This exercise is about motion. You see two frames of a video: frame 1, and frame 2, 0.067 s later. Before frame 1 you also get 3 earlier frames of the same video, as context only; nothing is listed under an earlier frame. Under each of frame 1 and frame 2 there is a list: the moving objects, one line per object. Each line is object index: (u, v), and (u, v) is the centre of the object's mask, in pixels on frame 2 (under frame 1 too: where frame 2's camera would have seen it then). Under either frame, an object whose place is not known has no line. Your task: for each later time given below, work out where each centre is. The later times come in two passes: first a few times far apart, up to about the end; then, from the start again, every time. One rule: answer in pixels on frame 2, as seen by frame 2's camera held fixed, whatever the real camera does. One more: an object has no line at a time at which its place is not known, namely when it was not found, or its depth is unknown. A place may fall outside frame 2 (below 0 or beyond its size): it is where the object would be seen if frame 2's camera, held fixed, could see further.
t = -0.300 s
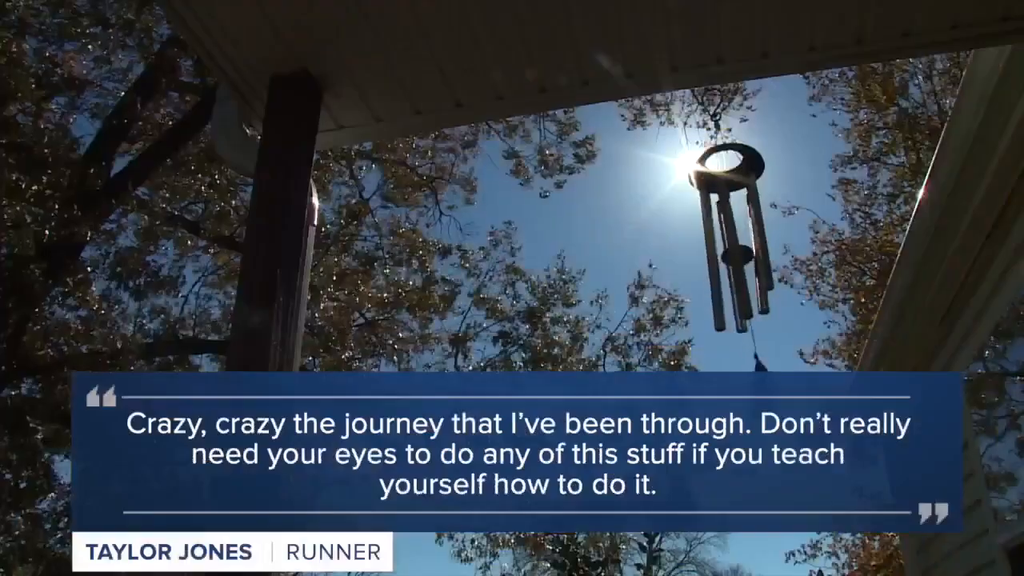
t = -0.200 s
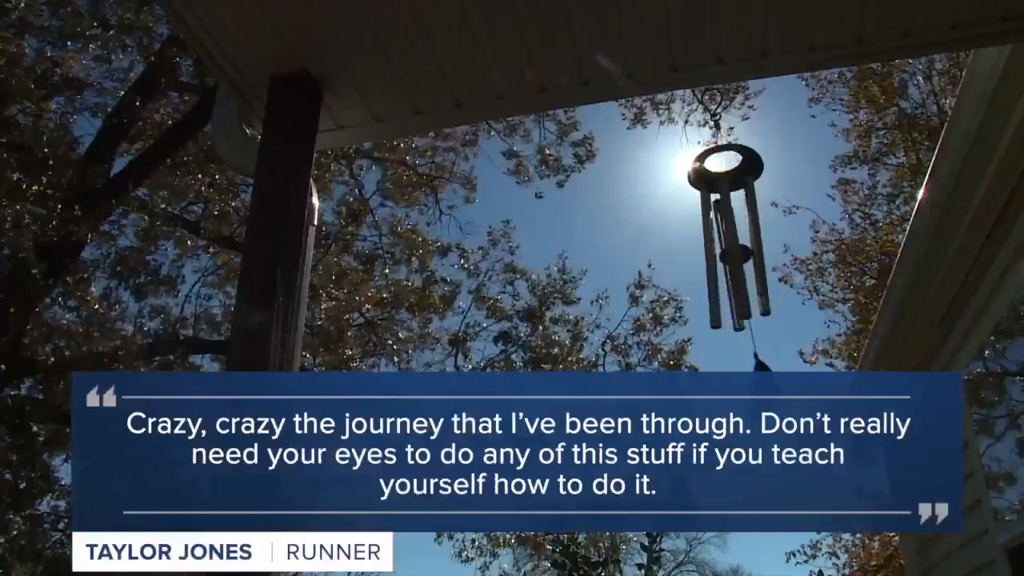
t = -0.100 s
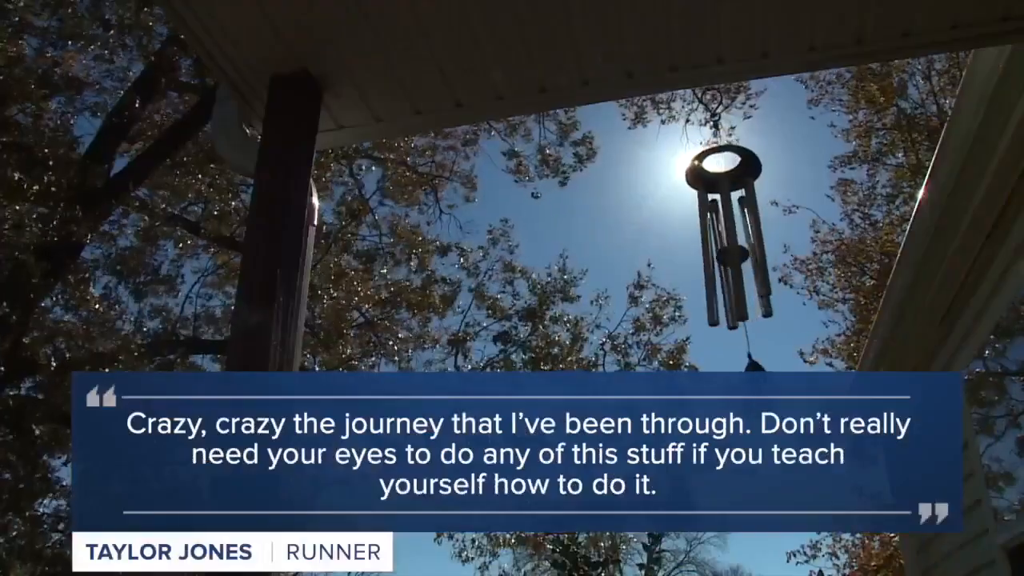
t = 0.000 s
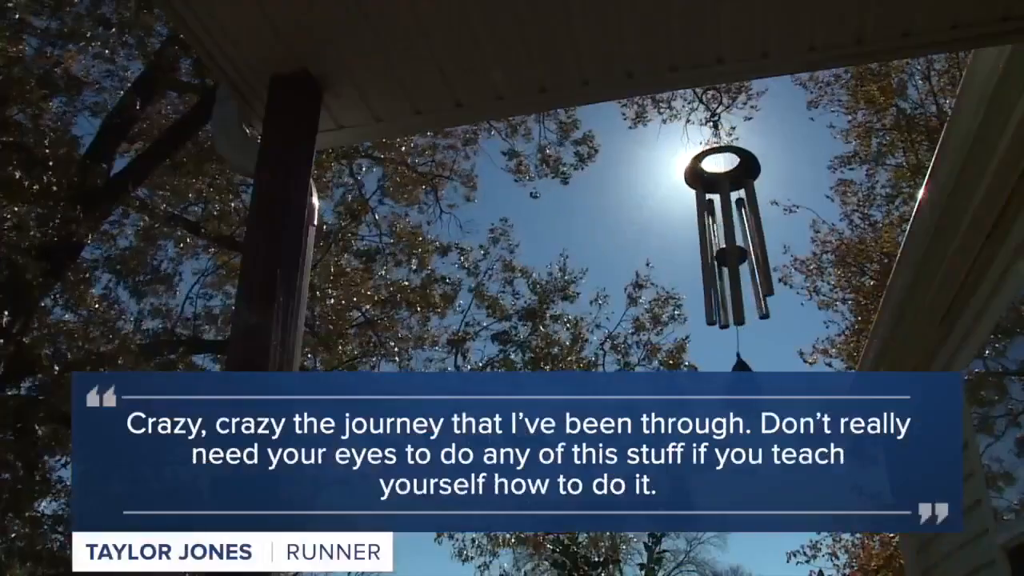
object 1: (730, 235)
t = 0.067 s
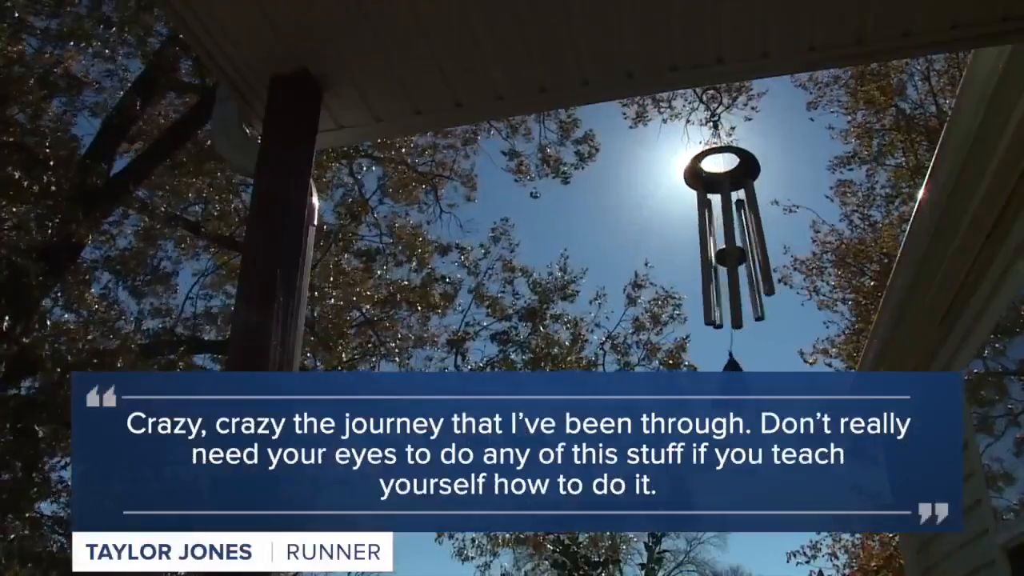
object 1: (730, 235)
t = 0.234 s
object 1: (728, 235)
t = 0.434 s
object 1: (727, 233)
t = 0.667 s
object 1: (731, 231)
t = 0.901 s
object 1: (737, 232)
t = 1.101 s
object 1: (737, 234)
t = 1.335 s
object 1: (732, 232)
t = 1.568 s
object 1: (729, 234)
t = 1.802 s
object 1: (727, 235)
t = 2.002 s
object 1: (732, 237)
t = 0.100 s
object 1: (729, 230)
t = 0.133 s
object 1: (729, 233)
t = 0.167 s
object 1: (729, 234)
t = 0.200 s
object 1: (729, 234)
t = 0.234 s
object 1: (728, 235)
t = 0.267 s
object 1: (728, 234)
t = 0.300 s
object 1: (726, 232)
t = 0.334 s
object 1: (726, 233)
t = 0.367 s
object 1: (726, 235)
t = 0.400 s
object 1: (726, 236)
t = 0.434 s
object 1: (727, 233)
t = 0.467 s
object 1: (728, 233)
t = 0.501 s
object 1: (728, 234)
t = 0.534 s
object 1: (729, 234)
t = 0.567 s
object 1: (729, 233)
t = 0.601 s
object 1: (730, 232)
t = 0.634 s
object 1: (730, 231)
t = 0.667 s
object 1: (731, 231)
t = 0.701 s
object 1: (732, 231)
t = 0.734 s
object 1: (732, 230)
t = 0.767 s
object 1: (733, 232)
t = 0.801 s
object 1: (734, 232)
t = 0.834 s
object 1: (735, 231)
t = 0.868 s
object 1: (735, 232)
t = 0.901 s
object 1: (737, 232)
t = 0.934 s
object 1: (737, 231)
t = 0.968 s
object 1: (737, 231)
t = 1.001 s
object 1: (737, 231)
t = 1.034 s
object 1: (737, 232)
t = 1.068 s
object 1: (737, 233)
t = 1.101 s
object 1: (737, 234)
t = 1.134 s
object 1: (737, 234)
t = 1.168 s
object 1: (736, 235)
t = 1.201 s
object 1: (736, 235)
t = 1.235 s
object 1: (735, 235)
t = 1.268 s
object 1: (734, 234)
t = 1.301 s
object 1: (733, 233)
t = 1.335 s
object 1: (732, 232)
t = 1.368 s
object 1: (732, 232)
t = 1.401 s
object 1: (731, 232)
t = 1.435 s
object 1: (731, 232)
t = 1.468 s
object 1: (730, 228)
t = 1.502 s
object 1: (730, 232)
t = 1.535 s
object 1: (729, 234)
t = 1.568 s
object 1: (729, 234)
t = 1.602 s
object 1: (729, 235)
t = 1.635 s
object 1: (729, 236)
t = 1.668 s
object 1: (728, 236)
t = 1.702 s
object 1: (728, 237)
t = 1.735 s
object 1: (727, 236)
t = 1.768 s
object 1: (727, 235)
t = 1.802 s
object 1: (727, 235)
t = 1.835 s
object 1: (728, 238)
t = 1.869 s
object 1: (728, 239)
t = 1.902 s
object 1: (729, 238)
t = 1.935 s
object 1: (731, 238)
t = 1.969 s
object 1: (731, 237)
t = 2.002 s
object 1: (732, 237)
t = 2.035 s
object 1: (732, 236)
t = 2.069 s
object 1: (733, 235)
